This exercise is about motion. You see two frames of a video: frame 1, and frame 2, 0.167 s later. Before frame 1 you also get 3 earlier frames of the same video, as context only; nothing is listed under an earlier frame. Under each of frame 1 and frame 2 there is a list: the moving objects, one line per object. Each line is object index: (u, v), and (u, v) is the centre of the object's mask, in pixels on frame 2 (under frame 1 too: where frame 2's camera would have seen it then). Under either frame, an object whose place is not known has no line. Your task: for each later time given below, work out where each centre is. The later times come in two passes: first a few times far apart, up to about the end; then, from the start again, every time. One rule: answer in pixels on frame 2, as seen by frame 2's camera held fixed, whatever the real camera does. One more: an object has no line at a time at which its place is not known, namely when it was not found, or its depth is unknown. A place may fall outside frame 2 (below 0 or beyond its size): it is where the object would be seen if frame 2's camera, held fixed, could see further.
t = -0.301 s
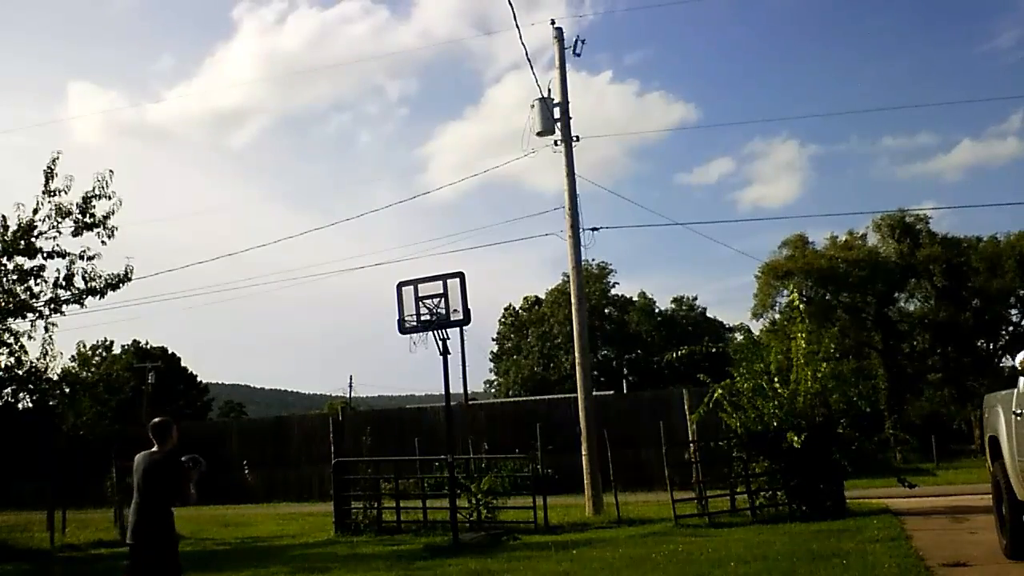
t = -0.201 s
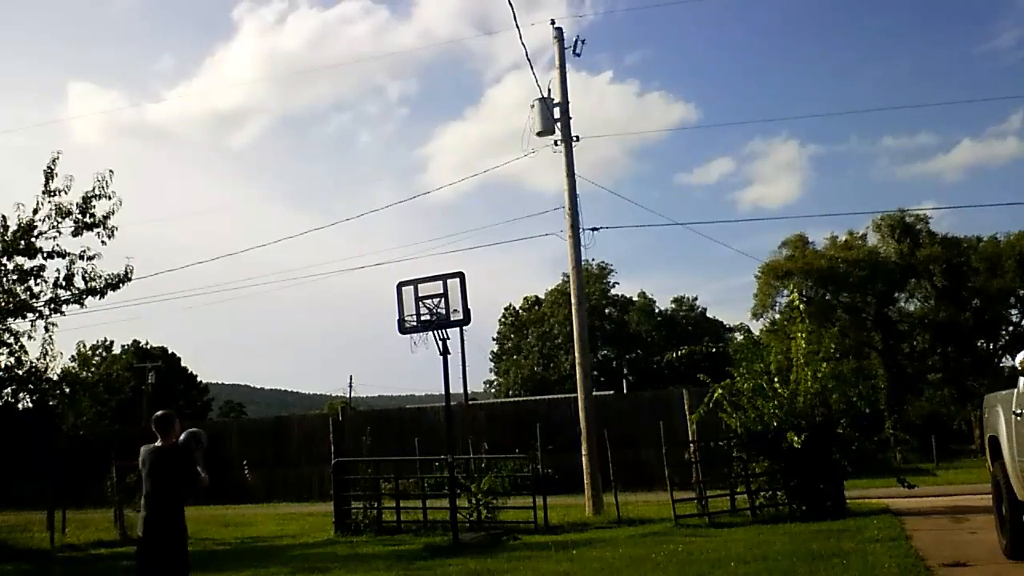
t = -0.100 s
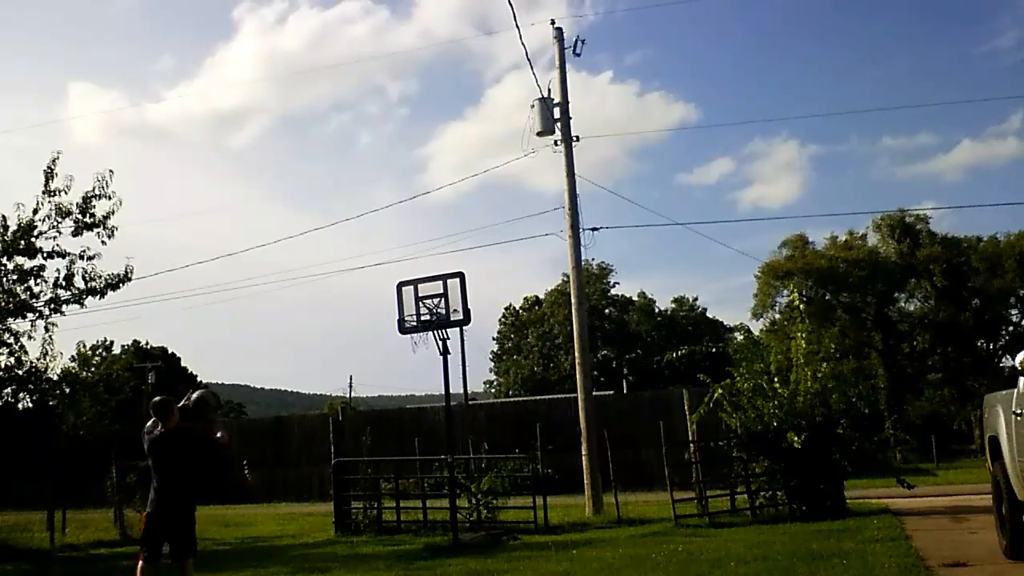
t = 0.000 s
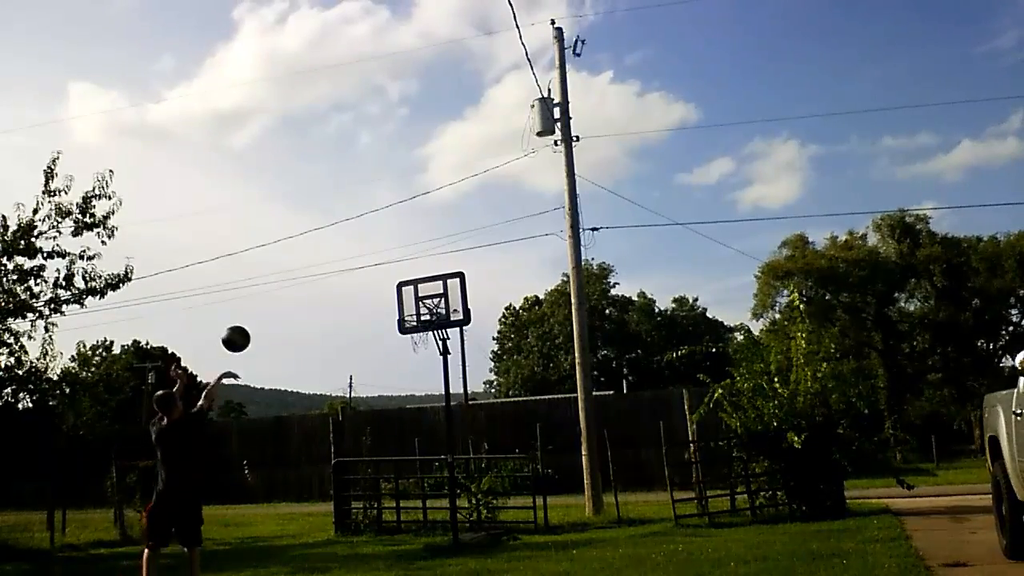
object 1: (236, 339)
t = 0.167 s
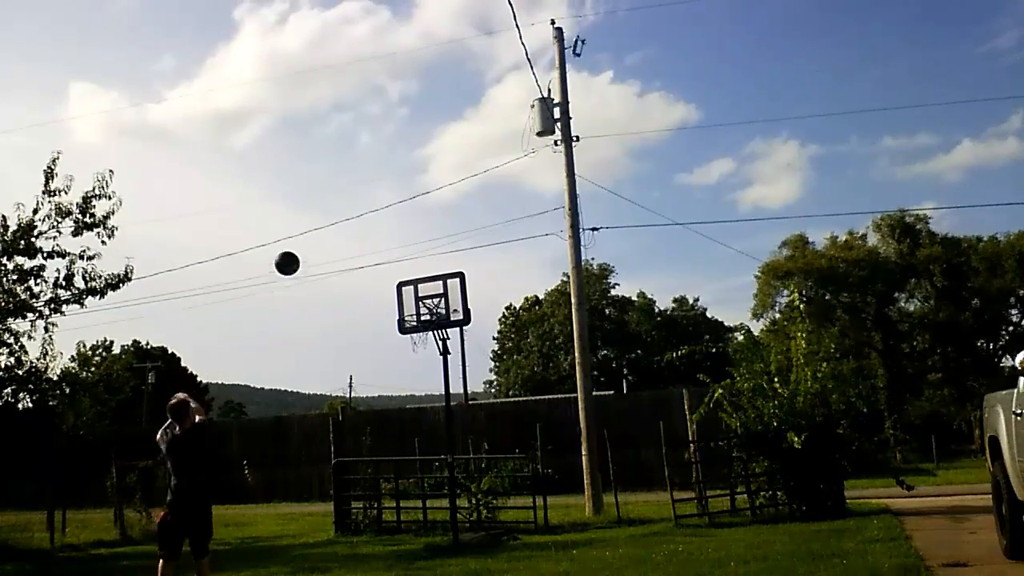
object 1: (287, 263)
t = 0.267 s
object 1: (313, 237)
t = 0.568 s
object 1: (378, 222)
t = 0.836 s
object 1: (423, 267)
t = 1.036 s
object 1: (453, 315)
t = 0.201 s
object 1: (296, 253)
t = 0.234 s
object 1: (304, 244)
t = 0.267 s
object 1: (313, 237)
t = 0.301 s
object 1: (321, 231)
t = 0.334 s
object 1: (329, 226)
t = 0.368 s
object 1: (337, 223)
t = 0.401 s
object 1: (344, 220)
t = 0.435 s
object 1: (351, 218)
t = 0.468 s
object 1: (358, 218)
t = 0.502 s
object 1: (365, 218)
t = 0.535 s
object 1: (371, 219)
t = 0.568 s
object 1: (378, 222)
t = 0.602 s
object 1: (384, 225)
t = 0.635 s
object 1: (390, 228)
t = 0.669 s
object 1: (396, 233)
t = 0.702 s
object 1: (402, 238)
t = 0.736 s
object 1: (407, 244)
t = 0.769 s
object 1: (413, 251)
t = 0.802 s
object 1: (418, 258)
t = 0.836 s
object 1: (423, 267)
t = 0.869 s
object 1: (428, 275)
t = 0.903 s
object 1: (434, 285)
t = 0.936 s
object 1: (439, 295)
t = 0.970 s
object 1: (444, 305)
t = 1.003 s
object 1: (447, 314)
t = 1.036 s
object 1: (453, 315)
